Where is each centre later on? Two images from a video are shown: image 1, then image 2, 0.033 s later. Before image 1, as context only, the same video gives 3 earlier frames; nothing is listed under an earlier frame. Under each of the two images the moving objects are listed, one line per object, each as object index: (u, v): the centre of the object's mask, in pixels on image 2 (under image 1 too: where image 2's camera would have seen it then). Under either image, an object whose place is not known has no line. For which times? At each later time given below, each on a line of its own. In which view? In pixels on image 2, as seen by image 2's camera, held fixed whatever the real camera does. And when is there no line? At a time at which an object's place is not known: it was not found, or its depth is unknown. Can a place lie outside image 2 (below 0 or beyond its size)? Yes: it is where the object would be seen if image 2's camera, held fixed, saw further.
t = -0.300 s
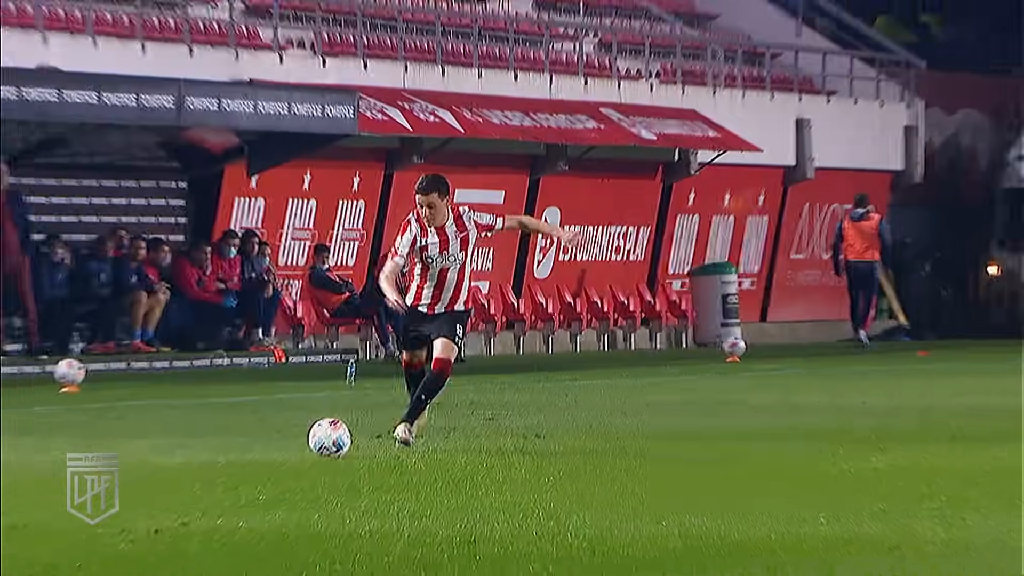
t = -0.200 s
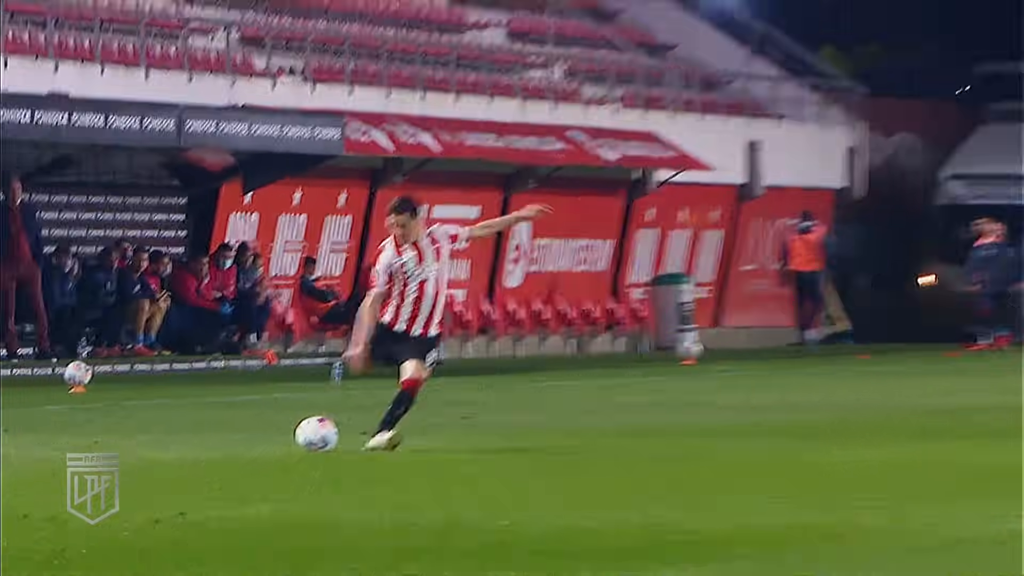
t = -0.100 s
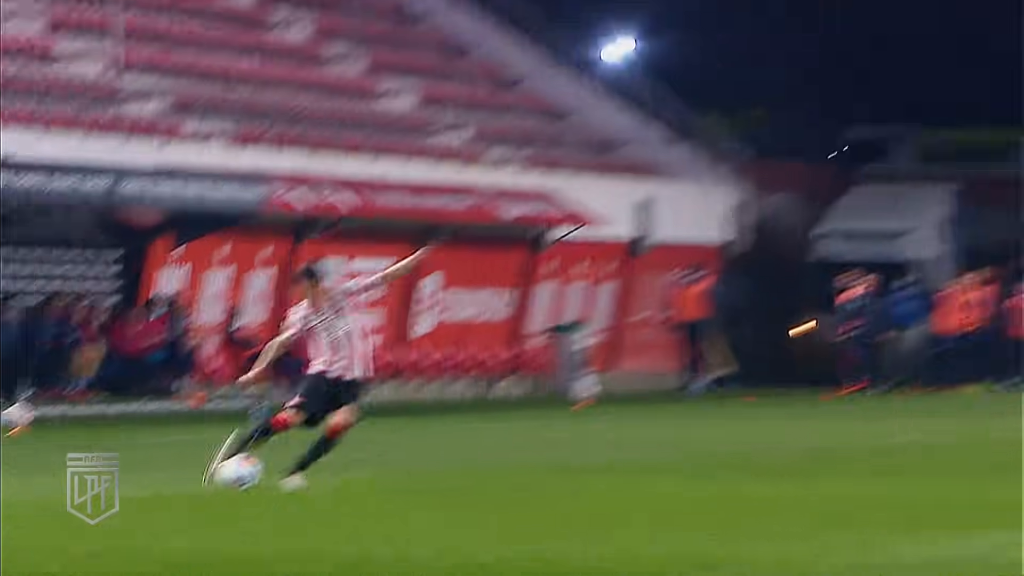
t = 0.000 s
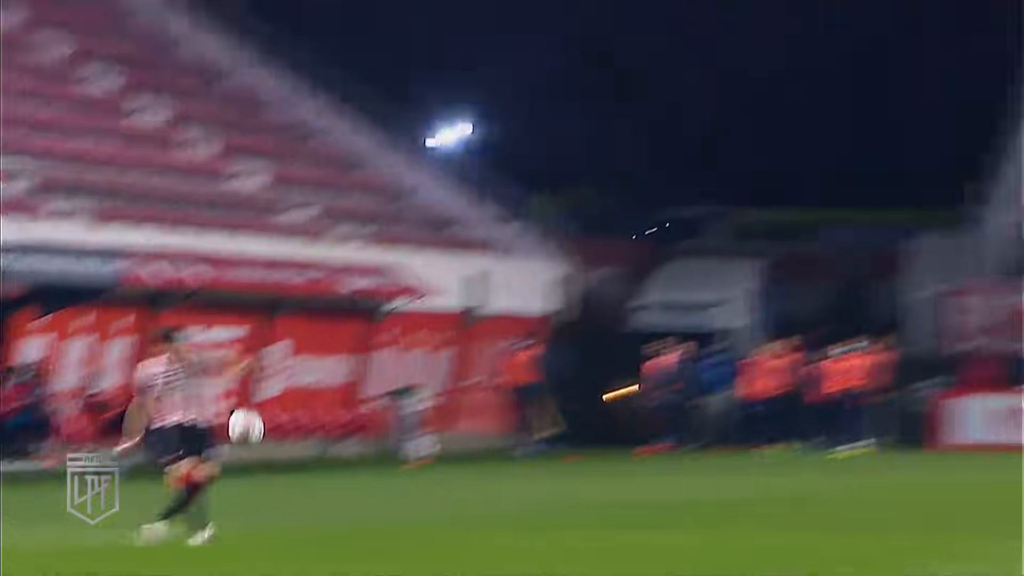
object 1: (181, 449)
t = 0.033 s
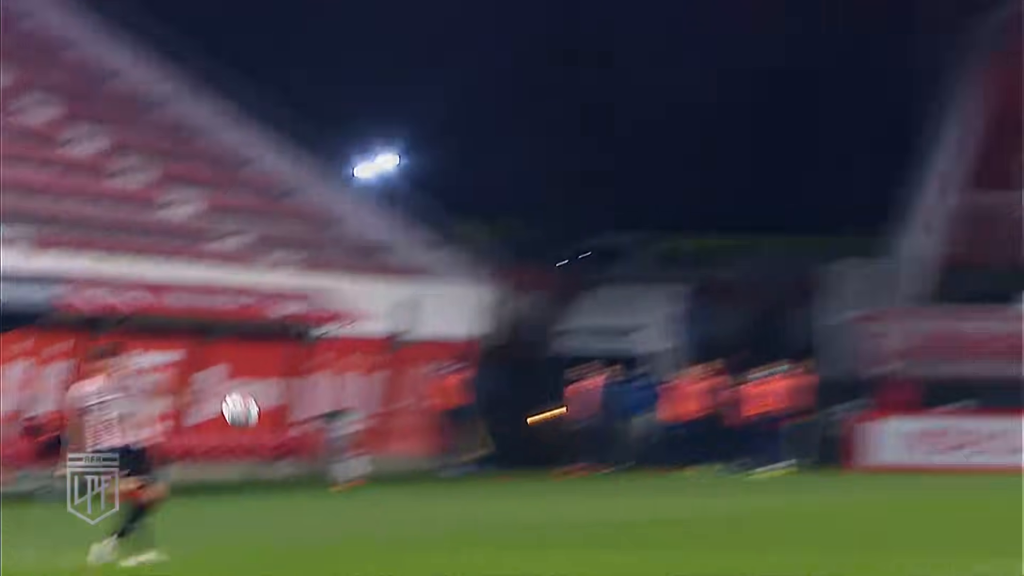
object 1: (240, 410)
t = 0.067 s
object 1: (301, 368)
